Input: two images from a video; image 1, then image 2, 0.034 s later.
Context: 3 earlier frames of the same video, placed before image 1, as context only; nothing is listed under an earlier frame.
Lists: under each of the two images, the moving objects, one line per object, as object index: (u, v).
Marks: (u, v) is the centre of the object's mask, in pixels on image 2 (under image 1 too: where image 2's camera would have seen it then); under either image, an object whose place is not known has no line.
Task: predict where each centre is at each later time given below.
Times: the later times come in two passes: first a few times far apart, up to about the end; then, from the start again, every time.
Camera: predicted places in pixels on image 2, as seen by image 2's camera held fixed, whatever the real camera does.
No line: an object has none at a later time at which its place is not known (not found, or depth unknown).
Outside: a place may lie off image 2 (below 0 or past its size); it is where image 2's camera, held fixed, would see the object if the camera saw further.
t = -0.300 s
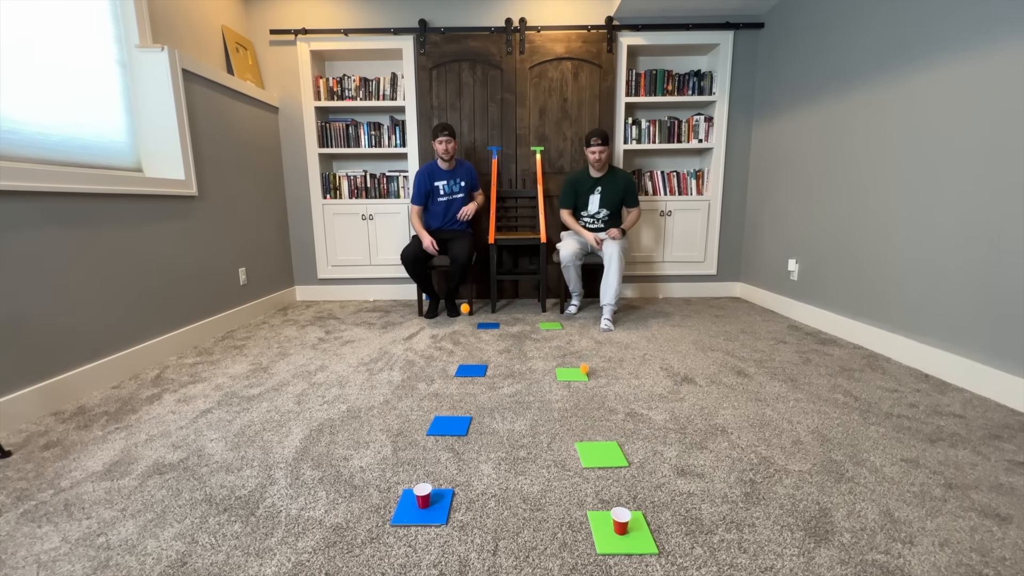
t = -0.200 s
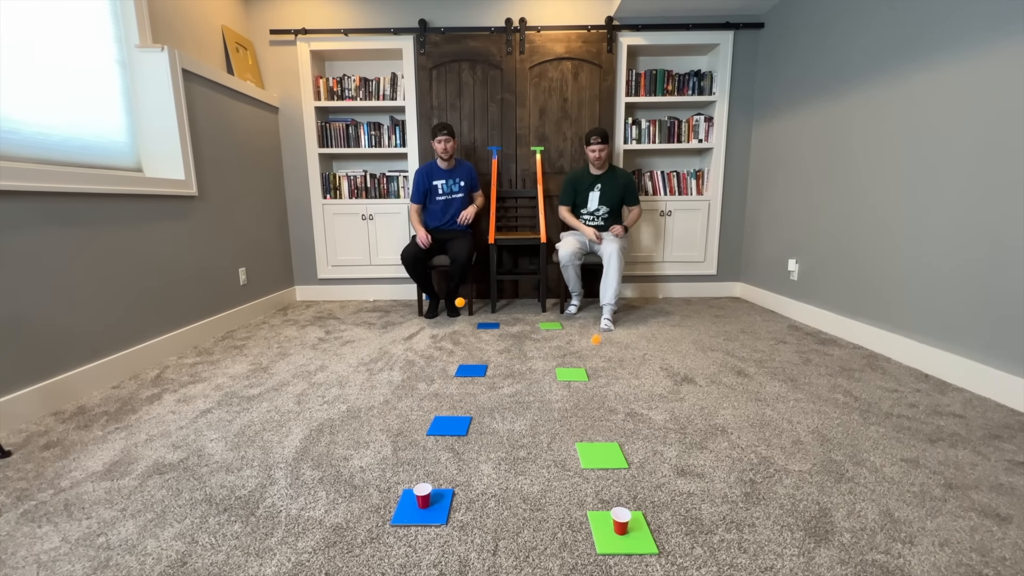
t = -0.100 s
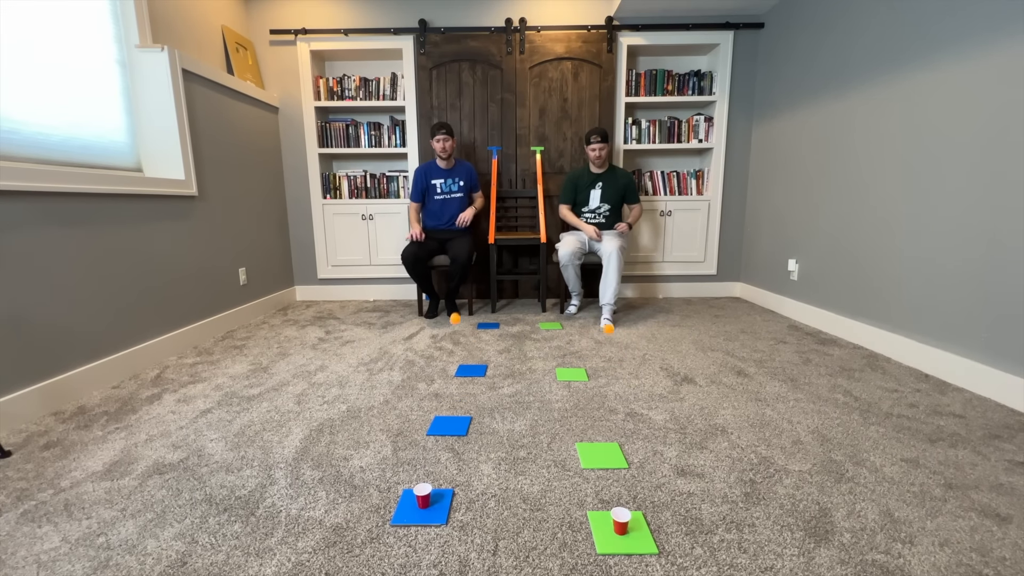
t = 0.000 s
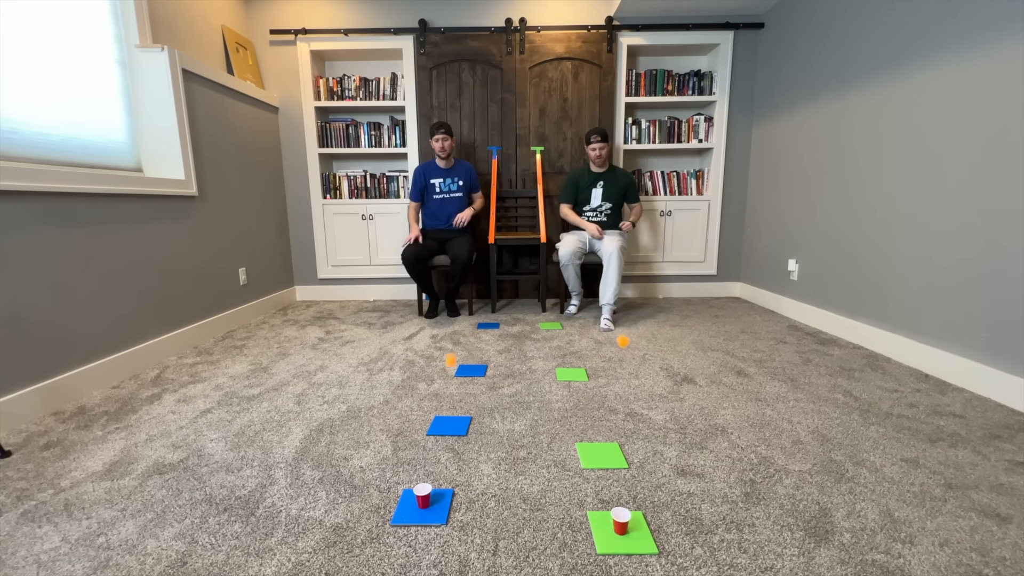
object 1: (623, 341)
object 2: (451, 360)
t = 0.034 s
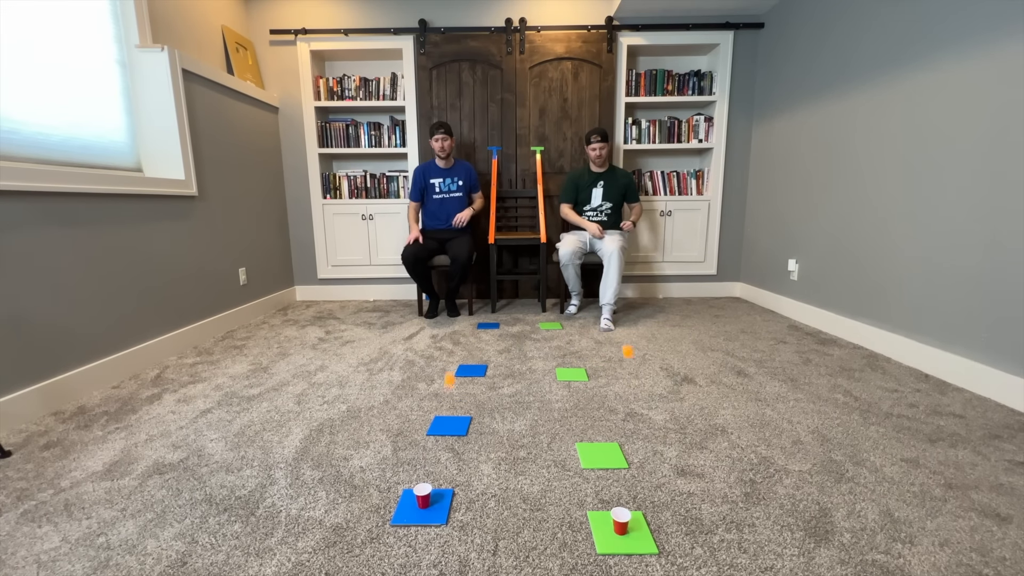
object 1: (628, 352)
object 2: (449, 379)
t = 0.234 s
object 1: (660, 450)
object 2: (440, 371)
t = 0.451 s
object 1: (707, 506)
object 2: (429, 394)
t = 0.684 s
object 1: (775, 573)
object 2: (433, 458)
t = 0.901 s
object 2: (440, 458)
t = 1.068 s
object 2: (443, 450)
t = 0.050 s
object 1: (630, 358)
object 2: (449, 391)
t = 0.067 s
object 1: (633, 365)
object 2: (449, 402)
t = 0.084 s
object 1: (636, 374)
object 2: (448, 415)
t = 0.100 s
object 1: (638, 383)
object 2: (448, 417)
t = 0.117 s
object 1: (641, 393)
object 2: (446, 409)
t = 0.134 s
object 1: (643, 403)
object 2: (446, 401)
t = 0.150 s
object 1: (646, 416)
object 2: (445, 395)
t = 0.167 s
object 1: (648, 427)
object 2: (444, 389)
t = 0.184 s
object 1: (650, 442)
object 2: (443, 382)
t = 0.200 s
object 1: (653, 453)
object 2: (441, 378)
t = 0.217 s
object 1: (656, 452)
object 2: (441, 373)
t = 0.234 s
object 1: (660, 450)
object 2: (440, 371)
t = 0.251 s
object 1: (663, 449)
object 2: (439, 367)
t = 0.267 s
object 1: (666, 449)
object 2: (438, 365)
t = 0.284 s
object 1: (670, 449)
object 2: (437, 364)
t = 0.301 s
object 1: (673, 451)
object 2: (436, 363)
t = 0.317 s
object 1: (677, 453)
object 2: (436, 363)
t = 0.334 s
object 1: (680, 455)
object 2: (435, 364)
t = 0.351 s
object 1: (684, 460)
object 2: (434, 365)
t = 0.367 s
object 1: (688, 465)
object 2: (433, 368)
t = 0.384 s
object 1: (691, 470)
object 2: (432, 371)
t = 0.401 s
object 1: (695, 478)
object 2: (431, 376)
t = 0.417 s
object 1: (699, 486)
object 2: (431, 380)
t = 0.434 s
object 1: (703, 495)
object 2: (429, 387)
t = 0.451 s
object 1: (707, 506)
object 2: (429, 394)
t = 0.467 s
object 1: (710, 516)
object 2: (428, 402)
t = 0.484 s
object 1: (715, 520)
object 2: (428, 412)
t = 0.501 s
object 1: (720, 521)
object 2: (427, 422)
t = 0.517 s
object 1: (725, 524)
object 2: (426, 433)
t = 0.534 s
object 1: (730, 527)
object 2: (426, 444)
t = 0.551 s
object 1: (735, 532)
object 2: (426, 457)
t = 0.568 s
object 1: (740, 537)
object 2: (425, 470)
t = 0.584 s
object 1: (745, 544)
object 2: (426, 472)
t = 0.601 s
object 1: (750, 552)
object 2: (427, 468)
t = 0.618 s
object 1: (756, 560)
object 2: (428, 464)
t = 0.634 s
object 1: (762, 565)
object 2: (430, 460)
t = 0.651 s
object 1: (766, 568)
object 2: (431, 459)
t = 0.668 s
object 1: (771, 570)
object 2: (432, 458)
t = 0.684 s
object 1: (775, 573)
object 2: (433, 458)
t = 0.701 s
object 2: (434, 457)
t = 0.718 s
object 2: (436, 458)
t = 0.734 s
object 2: (437, 460)
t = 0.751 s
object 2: (438, 461)
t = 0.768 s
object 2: (438, 459)
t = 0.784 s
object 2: (439, 457)
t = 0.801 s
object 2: (439, 456)
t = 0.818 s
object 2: (439, 456)
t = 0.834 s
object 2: (439, 456)
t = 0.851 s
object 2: (439, 456)
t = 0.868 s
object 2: (440, 457)
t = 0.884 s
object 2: (440, 459)
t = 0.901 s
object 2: (440, 458)
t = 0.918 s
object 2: (440, 457)
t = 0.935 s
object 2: (441, 456)
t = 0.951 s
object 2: (441, 456)
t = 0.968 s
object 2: (441, 455)
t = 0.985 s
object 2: (442, 454)
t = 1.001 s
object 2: (442, 453)
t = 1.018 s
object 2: (443, 453)
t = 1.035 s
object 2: (443, 452)
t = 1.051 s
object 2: (443, 451)
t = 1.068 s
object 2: (443, 450)
